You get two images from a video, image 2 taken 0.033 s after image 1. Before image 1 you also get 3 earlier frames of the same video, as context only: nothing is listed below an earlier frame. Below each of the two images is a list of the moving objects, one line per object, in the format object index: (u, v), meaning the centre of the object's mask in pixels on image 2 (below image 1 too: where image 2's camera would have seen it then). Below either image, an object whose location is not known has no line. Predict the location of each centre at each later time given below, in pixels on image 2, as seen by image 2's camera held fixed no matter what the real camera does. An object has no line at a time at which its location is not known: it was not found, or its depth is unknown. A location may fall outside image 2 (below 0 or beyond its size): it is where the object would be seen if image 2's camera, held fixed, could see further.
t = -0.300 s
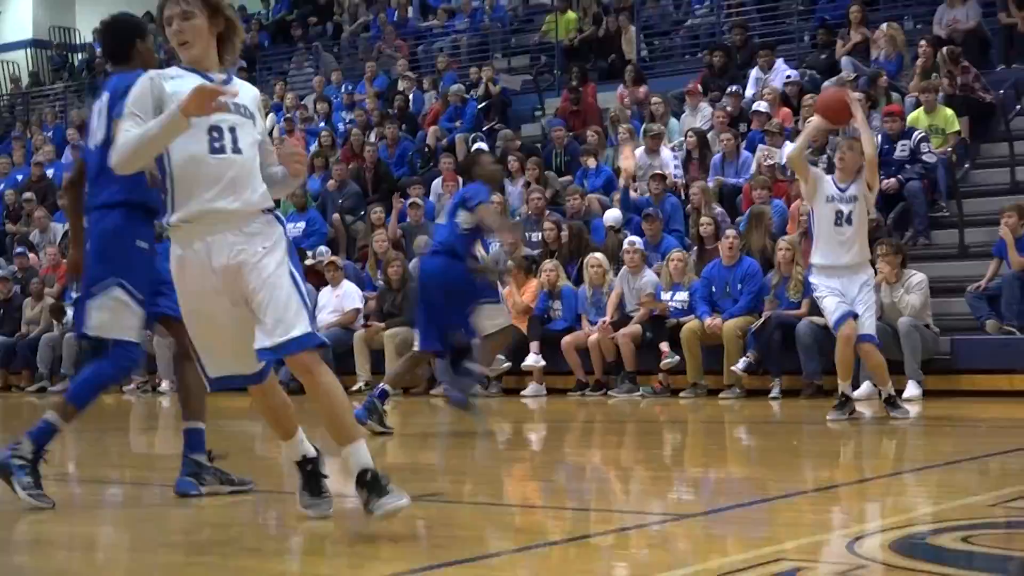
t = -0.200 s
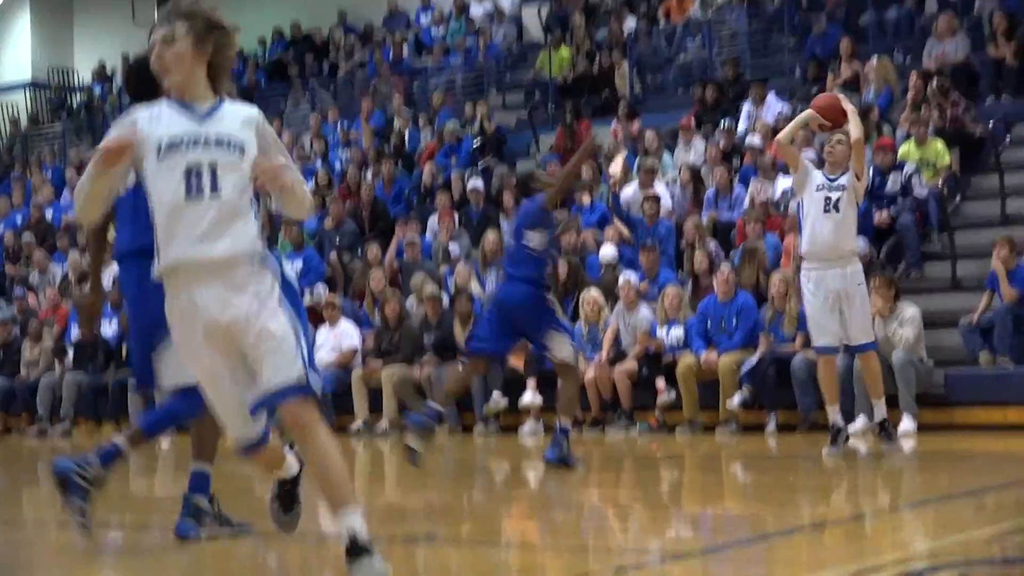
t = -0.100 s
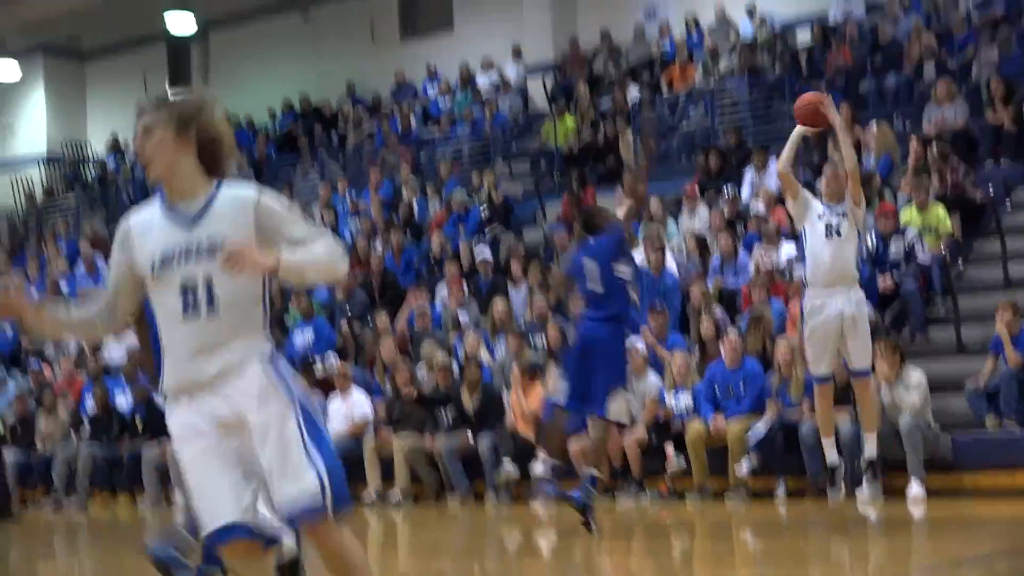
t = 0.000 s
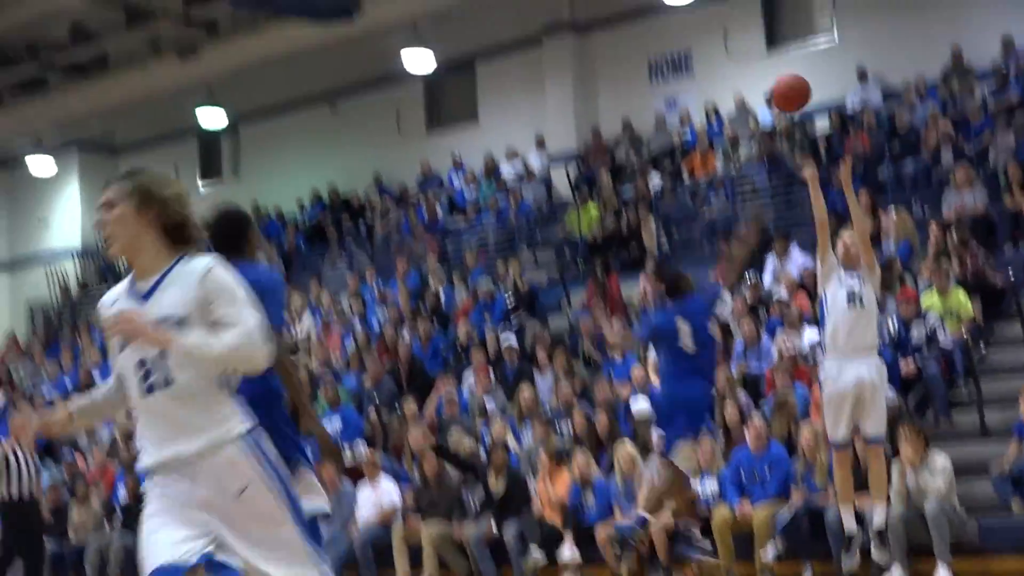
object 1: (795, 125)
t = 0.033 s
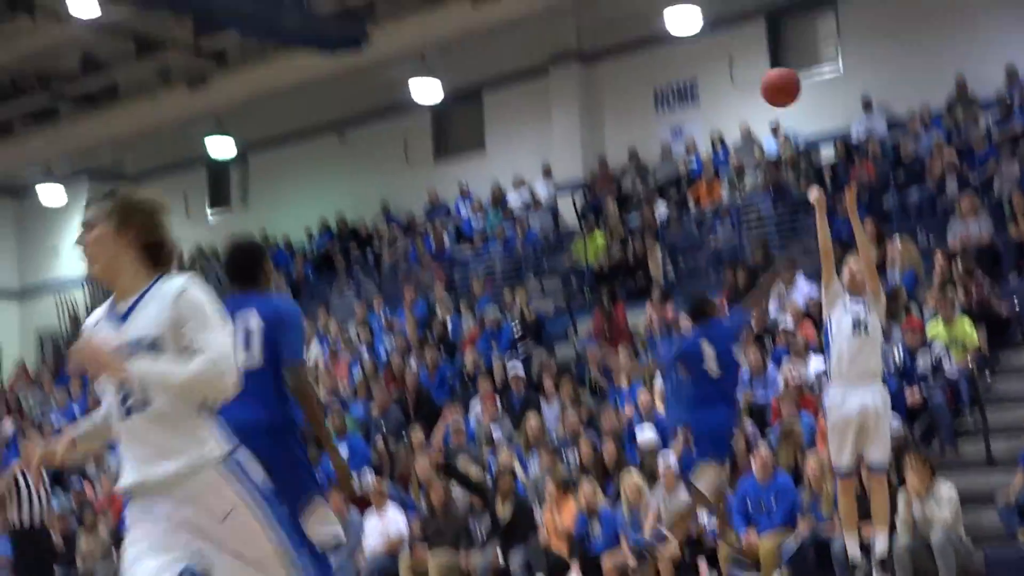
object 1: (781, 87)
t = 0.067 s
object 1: (766, 52)
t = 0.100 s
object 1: (750, 18)
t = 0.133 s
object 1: (734, -15)
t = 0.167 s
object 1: (716, -47)
